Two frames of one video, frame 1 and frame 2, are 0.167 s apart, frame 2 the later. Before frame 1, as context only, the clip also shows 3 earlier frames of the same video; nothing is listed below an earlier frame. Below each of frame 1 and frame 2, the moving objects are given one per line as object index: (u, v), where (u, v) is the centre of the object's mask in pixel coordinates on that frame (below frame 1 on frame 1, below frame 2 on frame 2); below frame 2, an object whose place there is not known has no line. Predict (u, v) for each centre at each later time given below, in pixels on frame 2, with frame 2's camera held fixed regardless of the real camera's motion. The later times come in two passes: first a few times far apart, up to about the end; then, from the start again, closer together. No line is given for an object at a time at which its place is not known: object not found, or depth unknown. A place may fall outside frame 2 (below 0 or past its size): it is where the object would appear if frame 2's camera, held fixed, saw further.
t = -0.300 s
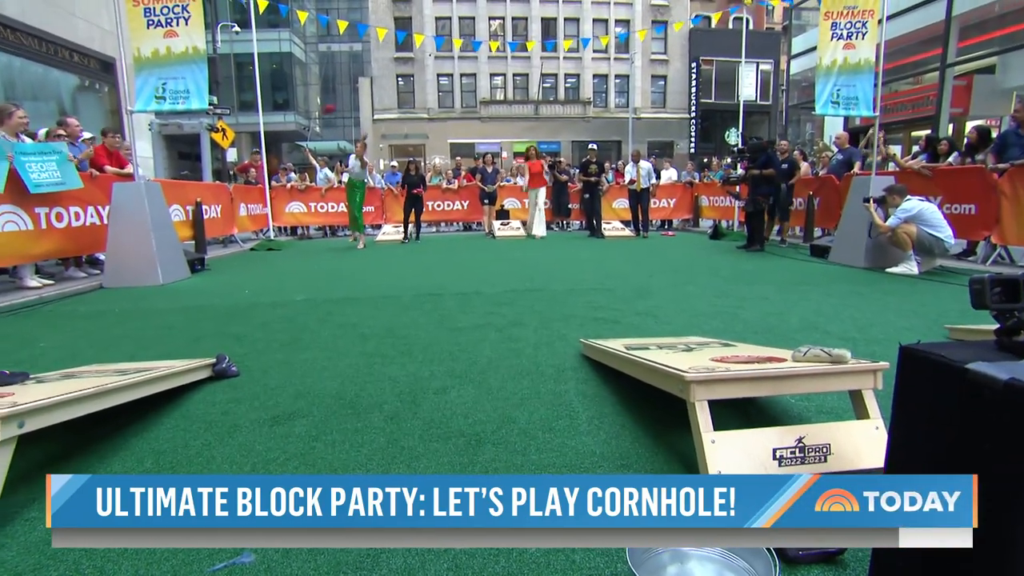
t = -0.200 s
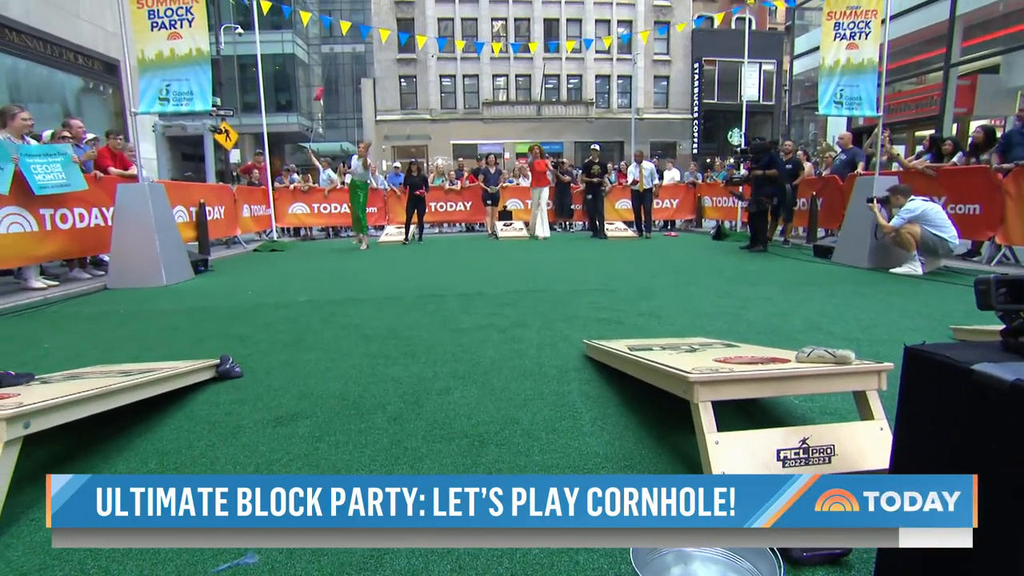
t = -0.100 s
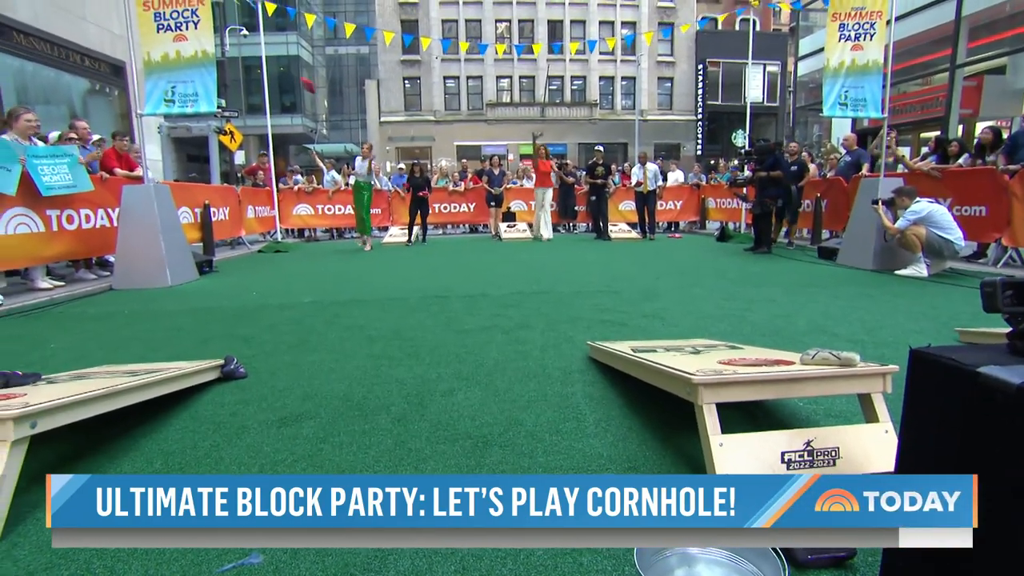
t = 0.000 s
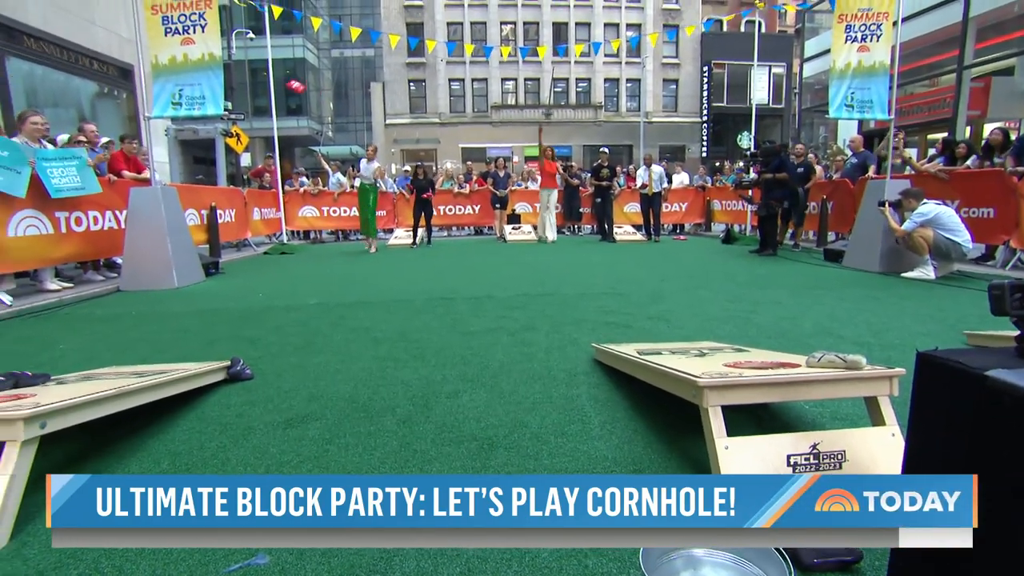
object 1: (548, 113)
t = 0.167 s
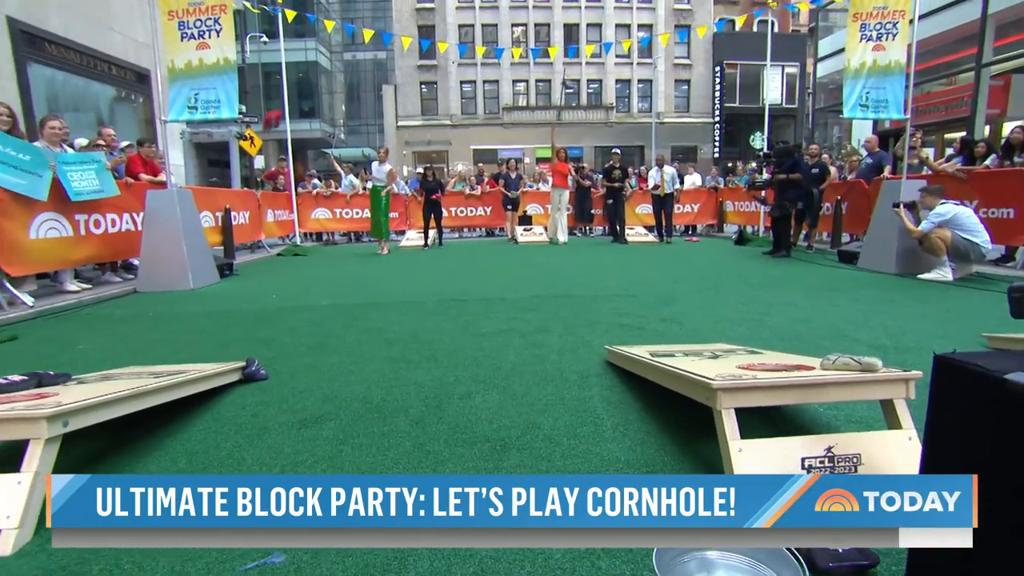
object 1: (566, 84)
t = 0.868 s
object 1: (669, 341)
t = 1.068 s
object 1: (676, 338)
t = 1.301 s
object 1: (677, 339)
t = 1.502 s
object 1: (677, 339)
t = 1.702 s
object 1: (677, 339)
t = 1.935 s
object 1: (677, 339)
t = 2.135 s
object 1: (677, 339)
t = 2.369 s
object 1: (677, 338)
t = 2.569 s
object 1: (677, 338)
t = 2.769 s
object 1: (677, 338)
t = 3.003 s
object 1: (677, 338)
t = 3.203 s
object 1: (677, 339)
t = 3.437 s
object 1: (676, 338)
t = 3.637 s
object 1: (677, 339)
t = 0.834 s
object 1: (661, 330)
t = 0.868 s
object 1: (669, 341)
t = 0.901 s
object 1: (668, 338)
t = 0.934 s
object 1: (668, 337)
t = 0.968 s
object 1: (670, 337)
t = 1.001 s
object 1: (672, 338)
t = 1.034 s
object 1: (674, 339)
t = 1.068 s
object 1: (676, 338)
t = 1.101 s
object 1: (677, 339)
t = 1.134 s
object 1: (677, 339)
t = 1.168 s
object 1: (677, 339)
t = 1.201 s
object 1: (677, 339)
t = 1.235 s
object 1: (677, 339)
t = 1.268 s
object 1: (677, 339)
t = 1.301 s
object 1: (677, 339)
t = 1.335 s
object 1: (677, 339)
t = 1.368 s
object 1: (677, 339)
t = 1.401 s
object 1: (677, 339)
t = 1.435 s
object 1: (677, 339)
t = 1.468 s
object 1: (677, 339)
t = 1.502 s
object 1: (677, 339)
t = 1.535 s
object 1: (677, 339)
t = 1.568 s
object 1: (677, 339)
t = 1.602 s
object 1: (677, 339)
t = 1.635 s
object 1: (677, 339)
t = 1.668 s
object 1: (677, 339)
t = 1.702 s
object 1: (677, 339)
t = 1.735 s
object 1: (677, 339)
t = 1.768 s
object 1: (677, 339)
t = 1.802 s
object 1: (677, 339)
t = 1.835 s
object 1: (677, 339)
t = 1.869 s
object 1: (677, 339)
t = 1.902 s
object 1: (677, 339)
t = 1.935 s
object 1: (677, 339)
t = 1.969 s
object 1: (677, 339)
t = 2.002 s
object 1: (677, 339)
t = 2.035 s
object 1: (677, 339)
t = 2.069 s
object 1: (677, 339)
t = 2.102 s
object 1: (677, 339)
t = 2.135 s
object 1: (677, 339)
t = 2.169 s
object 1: (677, 339)
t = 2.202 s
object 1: (677, 339)
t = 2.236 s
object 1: (677, 338)
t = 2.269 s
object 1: (677, 339)
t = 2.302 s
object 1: (677, 338)
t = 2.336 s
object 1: (677, 338)
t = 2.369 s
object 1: (677, 338)
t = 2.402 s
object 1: (677, 338)
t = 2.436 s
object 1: (677, 338)
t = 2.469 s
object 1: (677, 338)
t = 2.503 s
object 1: (677, 339)
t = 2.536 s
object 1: (677, 338)
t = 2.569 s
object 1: (677, 338)
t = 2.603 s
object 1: (677, 339)
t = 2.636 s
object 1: (677, 339)
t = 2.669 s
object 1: (677, 339)
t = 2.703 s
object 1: (677, 338)
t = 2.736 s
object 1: (677, 338)
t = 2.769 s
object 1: (677, 338)
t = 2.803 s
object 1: (677, 338)
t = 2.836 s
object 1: (677, 338)
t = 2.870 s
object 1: (677, 338)
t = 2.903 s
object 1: (677, 338)
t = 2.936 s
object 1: (677, 338)
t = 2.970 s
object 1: (677, 338)
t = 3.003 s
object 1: (677, 338)
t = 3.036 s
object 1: (677, 338)
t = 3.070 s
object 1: (677, 338)
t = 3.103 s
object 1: (676, 339)
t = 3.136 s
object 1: (677, 338)
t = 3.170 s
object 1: (677, 339)
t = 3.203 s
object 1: (677, 339)
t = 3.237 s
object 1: (677, 338)
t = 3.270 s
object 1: (677, 338)
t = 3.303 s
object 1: (677, 339)
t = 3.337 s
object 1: (677, 339)
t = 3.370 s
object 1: (677, 338)
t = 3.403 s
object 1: (677, 338)
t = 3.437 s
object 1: (676, 338)
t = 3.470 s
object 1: (677, 339)
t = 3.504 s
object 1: (677, 339)
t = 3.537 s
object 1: (677, 339)
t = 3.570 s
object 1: (677, 339)
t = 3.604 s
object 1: (677, 339)
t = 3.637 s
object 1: (677, 339)
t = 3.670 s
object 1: (677, 339)
